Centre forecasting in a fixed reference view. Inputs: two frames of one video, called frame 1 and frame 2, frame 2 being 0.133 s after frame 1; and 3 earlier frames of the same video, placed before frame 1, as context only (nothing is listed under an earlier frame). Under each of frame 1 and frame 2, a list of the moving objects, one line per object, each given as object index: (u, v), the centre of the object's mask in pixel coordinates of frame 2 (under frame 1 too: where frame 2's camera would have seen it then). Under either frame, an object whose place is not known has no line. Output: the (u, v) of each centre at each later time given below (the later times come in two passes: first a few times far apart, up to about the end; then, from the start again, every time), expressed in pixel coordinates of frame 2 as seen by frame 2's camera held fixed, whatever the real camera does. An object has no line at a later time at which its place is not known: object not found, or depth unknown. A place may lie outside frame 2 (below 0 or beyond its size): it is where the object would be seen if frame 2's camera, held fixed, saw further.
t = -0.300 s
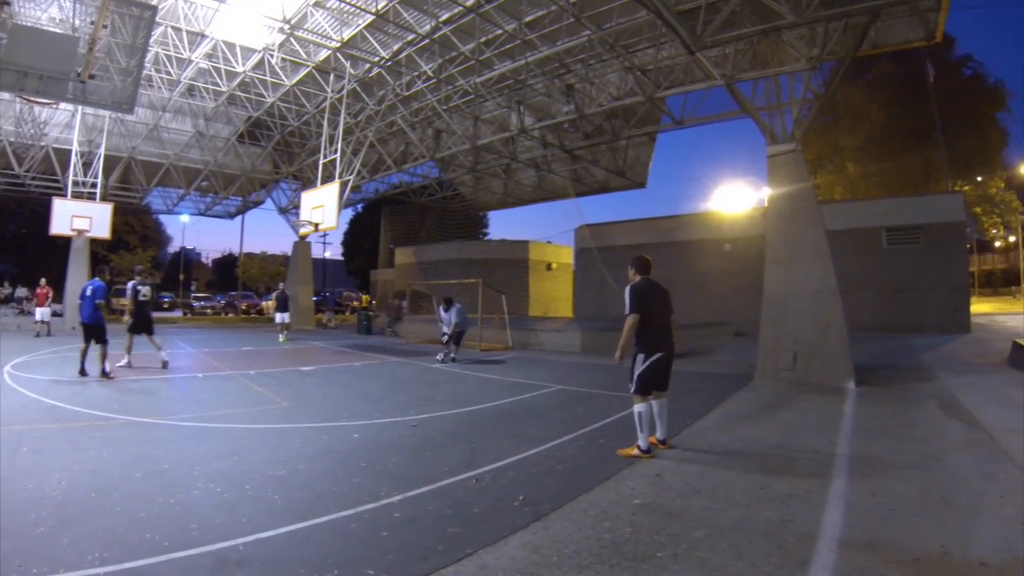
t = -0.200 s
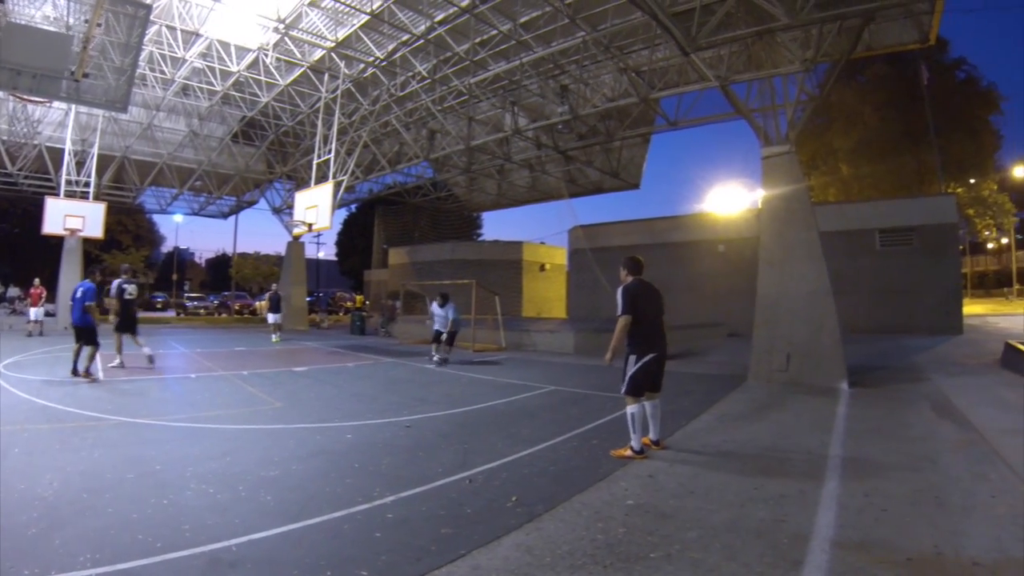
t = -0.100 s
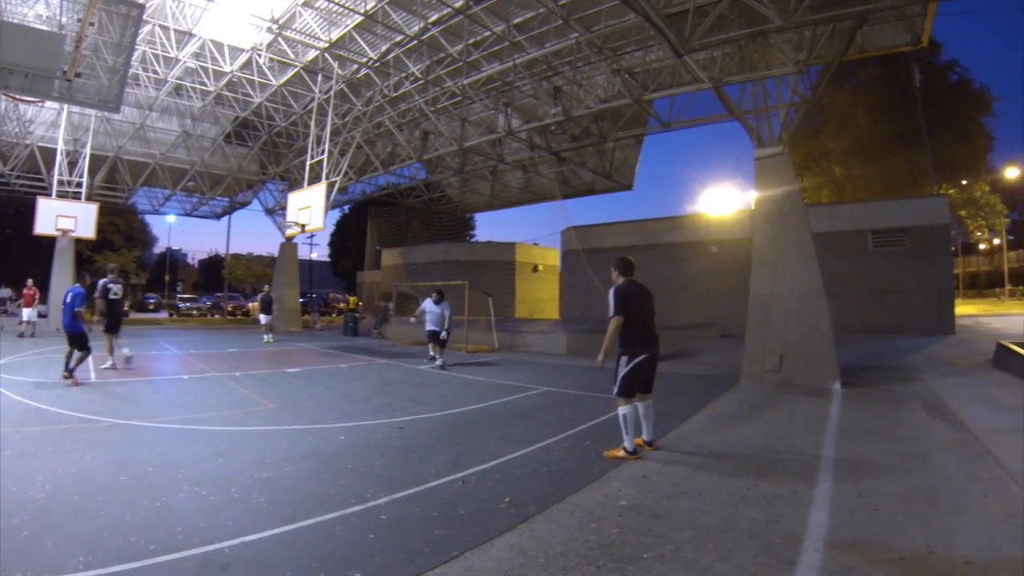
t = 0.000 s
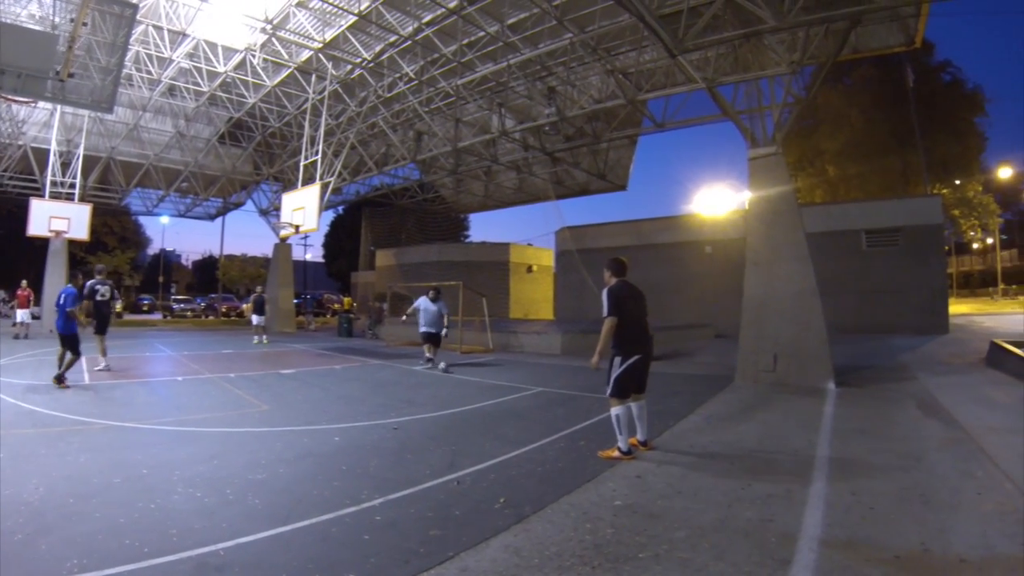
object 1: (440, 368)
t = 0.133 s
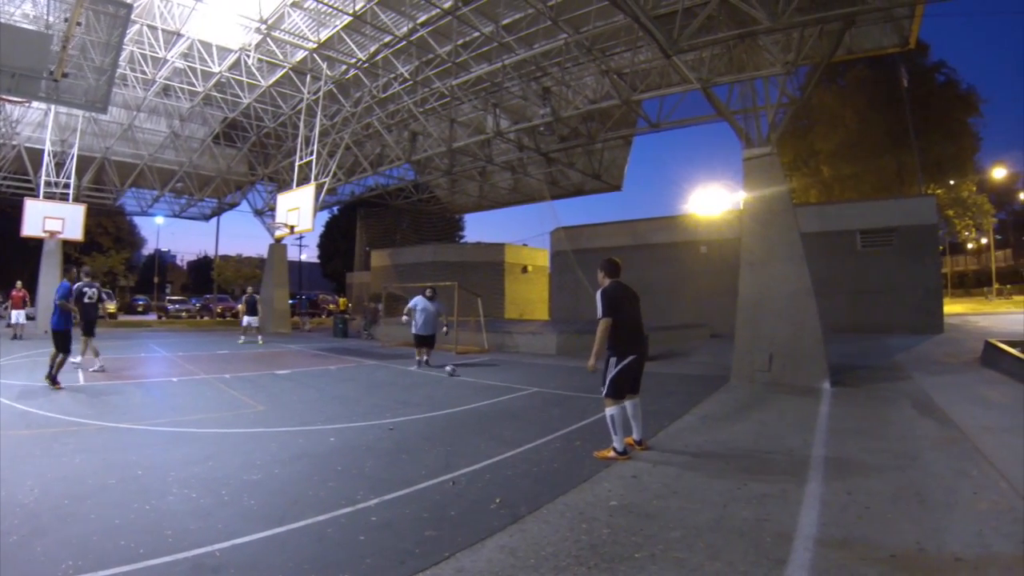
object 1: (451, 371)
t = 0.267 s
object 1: (463, 374)
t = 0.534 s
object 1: (489, 380)
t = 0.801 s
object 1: (520, 387)
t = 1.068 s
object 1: (557, 394)
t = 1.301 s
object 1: (594, 401)
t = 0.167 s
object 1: (454, 371)
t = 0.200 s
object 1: (456, 372)
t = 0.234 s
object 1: (459, 373)
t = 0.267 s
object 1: (463, 374)
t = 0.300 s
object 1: (466, 375)
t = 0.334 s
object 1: (469, 376)
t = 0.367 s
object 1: (472, 377)
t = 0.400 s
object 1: (475, 377)
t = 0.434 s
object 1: (478, 378)
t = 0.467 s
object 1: (482, 379)
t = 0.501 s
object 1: (485, 379)
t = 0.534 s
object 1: (489, 380)
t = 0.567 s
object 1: (492, 381)
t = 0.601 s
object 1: (495, 382)
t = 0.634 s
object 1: (499, 383)
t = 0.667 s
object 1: (504, 384)
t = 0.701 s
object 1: (507, 385)
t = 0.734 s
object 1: (511, 385)
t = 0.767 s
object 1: (516, 386)
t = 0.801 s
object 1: (520, 387)
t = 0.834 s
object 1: (524, 388)
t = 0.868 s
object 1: (529, 389)
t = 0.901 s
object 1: (533, 390)
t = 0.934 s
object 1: (537, 391)
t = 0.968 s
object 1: (542, 392)
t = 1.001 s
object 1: (547, 392)
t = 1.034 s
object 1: (552, 393)
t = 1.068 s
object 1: (557, 394)
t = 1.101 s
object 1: (562, 395)
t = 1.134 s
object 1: (567, 397)
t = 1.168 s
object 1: (572, 397)
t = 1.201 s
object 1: (578, 398)
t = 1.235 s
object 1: (584, 399)
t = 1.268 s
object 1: (589, 400)
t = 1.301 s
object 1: (594, 401)
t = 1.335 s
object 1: (601, 402)
